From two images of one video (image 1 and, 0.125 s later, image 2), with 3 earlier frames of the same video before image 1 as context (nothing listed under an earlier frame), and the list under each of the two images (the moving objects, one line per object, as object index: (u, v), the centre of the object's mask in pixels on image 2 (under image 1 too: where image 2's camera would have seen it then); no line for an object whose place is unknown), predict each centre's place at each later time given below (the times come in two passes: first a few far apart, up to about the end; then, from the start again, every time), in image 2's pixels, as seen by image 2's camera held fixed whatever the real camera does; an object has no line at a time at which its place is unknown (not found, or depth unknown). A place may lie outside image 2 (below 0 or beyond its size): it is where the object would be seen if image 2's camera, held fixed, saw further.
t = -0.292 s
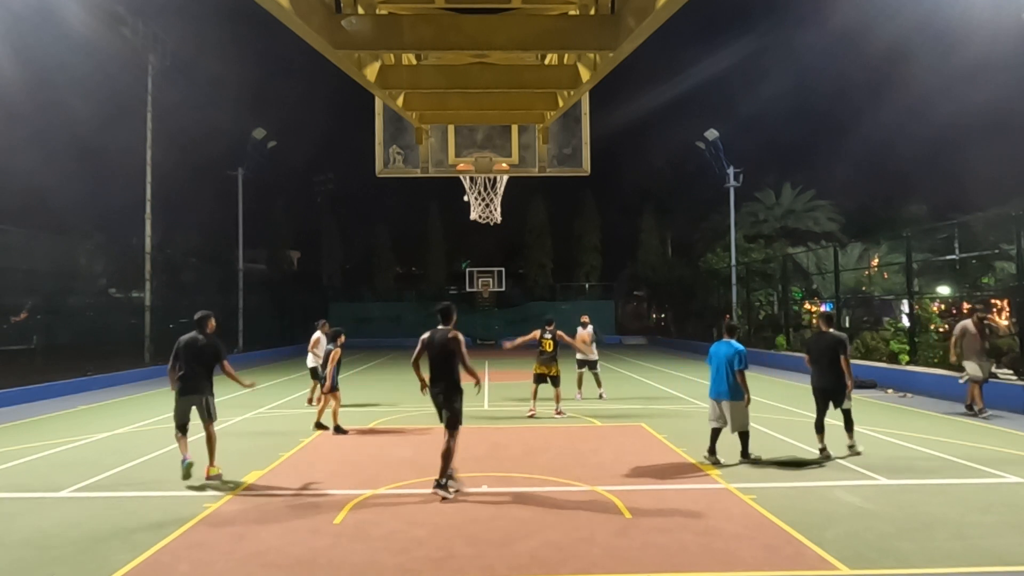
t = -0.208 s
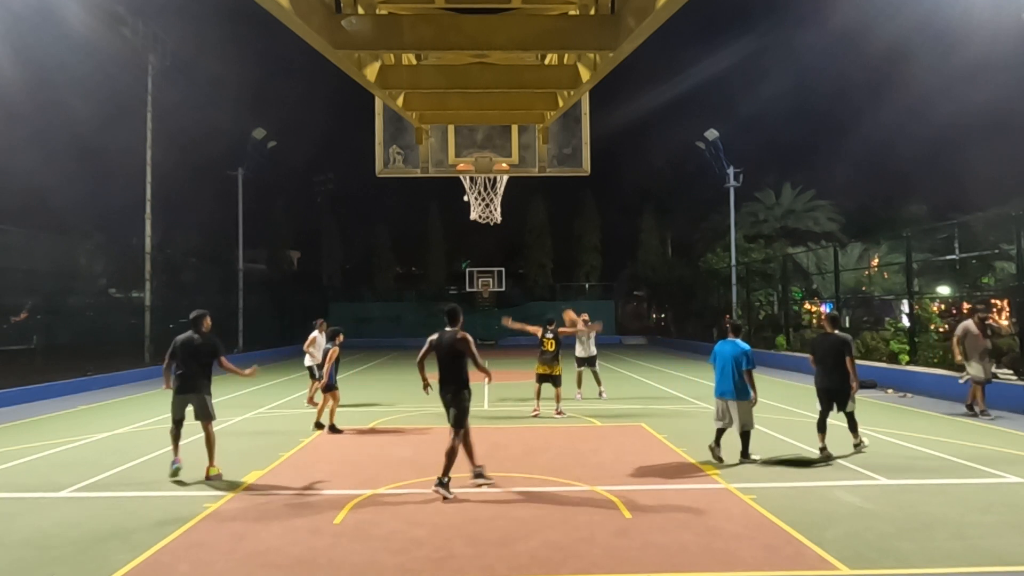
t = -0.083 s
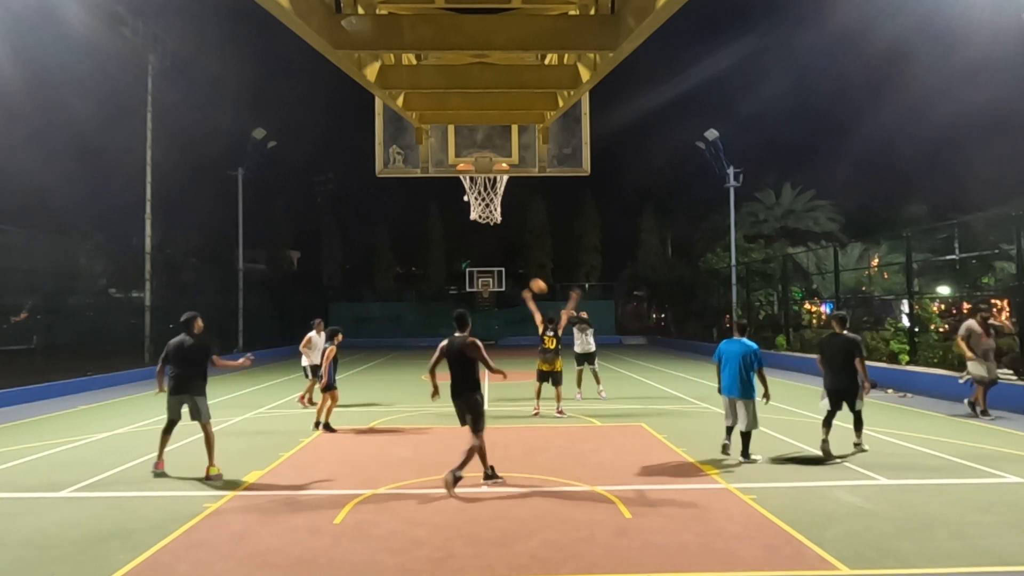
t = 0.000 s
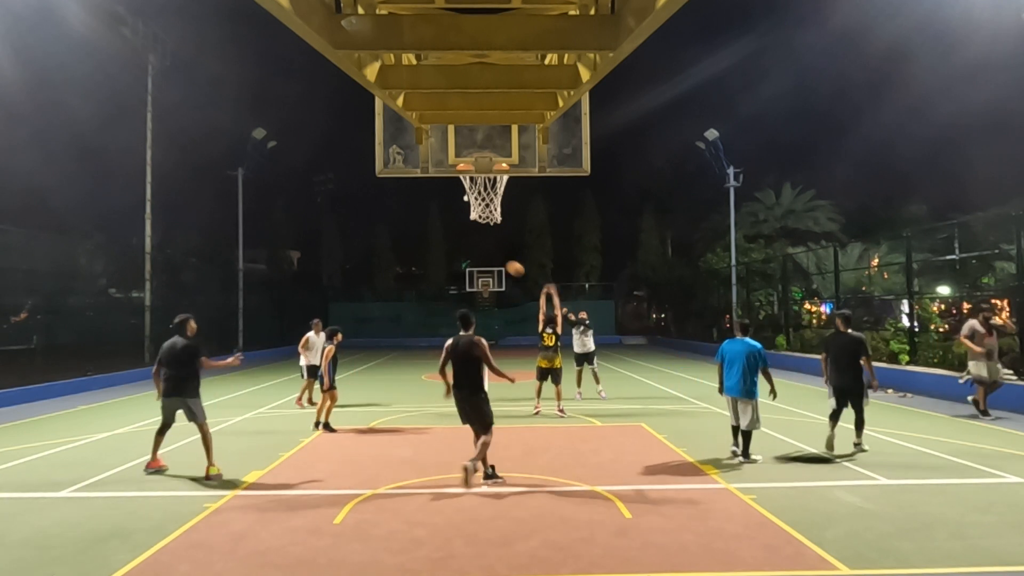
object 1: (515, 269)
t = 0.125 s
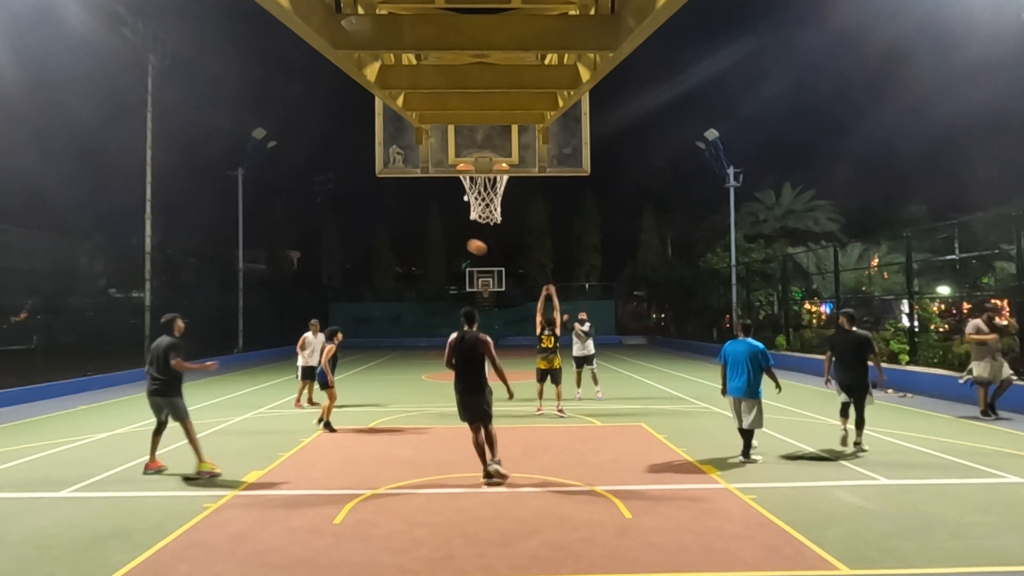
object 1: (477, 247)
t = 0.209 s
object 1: (449, 236)
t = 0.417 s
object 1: (369, 225)
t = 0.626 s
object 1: (270, 242)
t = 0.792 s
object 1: (173, 284)
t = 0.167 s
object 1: (463, 241)
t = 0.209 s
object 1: (449, 236)
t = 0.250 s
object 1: (434, 232)
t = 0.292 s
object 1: (419, 229)
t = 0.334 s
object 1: (403, 227)
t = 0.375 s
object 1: (386, 225)
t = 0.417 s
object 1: (369, 225)
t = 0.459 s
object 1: (351, 226)
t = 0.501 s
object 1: (332, 228)
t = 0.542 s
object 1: (312, 231)
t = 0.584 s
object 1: (292, 236)
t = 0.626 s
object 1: (270, 242)
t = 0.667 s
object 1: (248, 250)
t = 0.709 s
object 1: (224, 259)
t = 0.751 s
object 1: (199, 271)
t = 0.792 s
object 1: (173, 284)
